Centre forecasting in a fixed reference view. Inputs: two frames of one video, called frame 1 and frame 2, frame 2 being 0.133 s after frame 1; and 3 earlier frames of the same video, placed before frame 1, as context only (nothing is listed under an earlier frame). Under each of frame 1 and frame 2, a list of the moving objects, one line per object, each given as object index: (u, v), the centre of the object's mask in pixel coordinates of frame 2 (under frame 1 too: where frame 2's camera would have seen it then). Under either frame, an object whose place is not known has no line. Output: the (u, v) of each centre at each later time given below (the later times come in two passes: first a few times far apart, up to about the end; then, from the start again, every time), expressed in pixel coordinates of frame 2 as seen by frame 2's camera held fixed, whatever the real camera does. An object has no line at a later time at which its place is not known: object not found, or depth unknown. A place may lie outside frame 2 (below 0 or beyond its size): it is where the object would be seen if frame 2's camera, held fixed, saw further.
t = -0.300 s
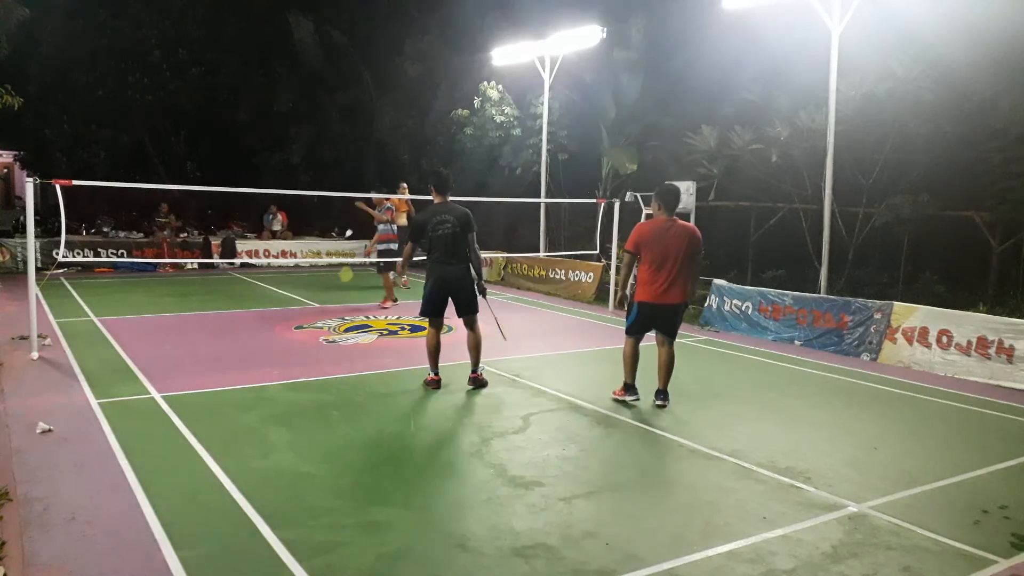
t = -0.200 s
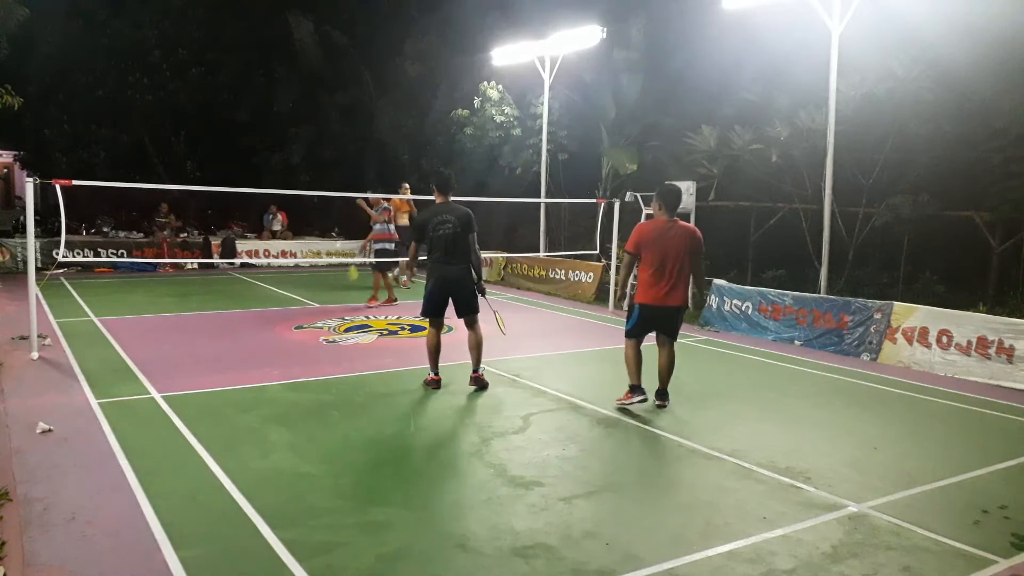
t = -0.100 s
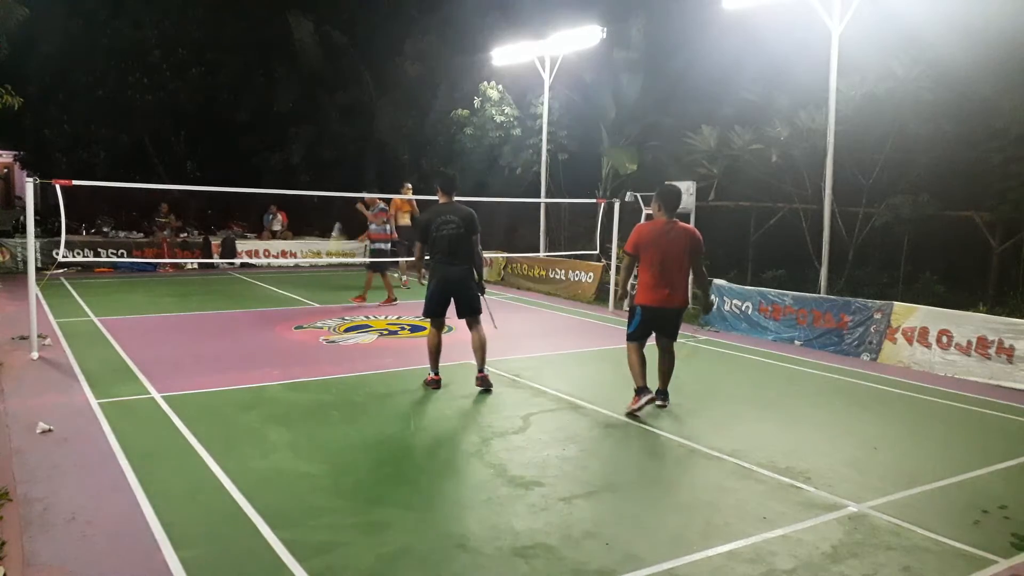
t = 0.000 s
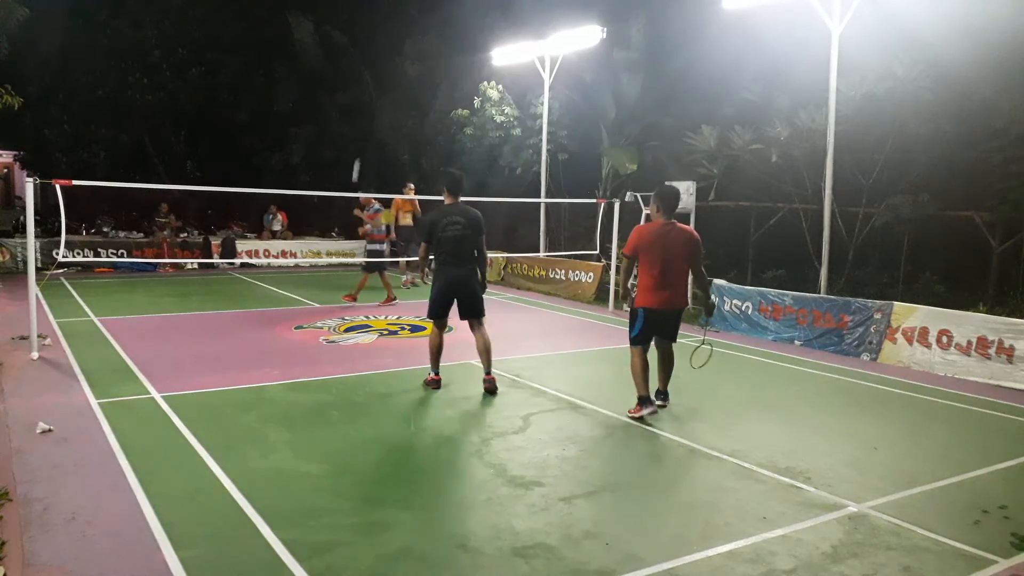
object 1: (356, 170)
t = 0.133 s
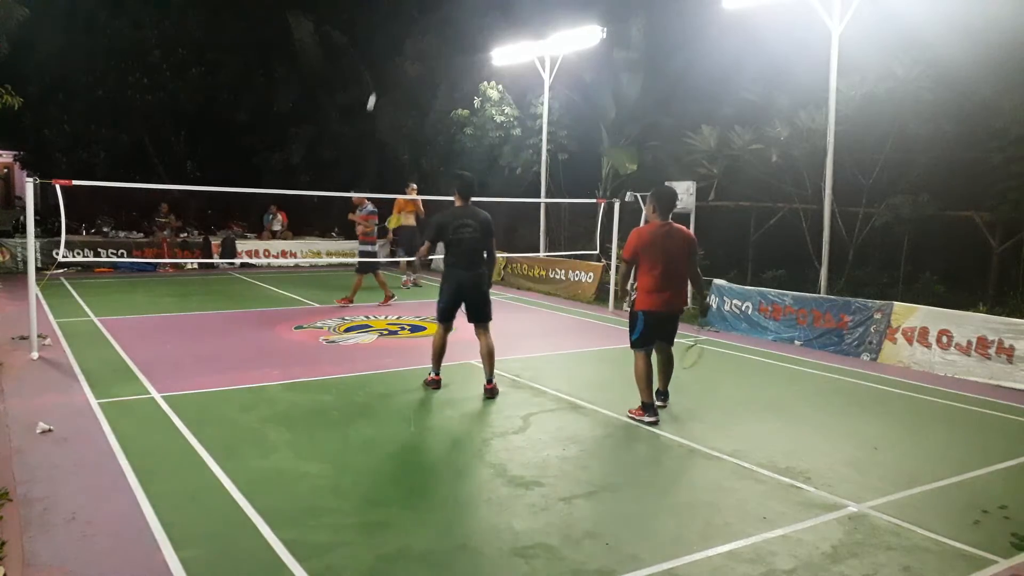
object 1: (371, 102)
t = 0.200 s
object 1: (380, 75)
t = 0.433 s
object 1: (402, 22)
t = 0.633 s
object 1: (415, 23)
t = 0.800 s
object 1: (422, 63)
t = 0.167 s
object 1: (376, 88)
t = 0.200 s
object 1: (380, 75)
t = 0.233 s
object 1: (383, 65)
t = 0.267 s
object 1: (387, 54)
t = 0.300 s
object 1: (390, 45)
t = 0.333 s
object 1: (393, 38)
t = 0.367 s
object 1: (396, 31)
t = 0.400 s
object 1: (399, 26)
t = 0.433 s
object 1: (402, 22)
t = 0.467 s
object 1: (404, 19)
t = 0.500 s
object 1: (407, 17)
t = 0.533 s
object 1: (409, 17)
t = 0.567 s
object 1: (411, 18)
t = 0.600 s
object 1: (413, 20)
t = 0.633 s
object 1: (415, 23)
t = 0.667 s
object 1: (417, 28)
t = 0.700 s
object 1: (419, 34)
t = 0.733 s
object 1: (420, 42)
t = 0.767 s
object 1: (421, 52)
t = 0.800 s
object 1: (422, 63)
